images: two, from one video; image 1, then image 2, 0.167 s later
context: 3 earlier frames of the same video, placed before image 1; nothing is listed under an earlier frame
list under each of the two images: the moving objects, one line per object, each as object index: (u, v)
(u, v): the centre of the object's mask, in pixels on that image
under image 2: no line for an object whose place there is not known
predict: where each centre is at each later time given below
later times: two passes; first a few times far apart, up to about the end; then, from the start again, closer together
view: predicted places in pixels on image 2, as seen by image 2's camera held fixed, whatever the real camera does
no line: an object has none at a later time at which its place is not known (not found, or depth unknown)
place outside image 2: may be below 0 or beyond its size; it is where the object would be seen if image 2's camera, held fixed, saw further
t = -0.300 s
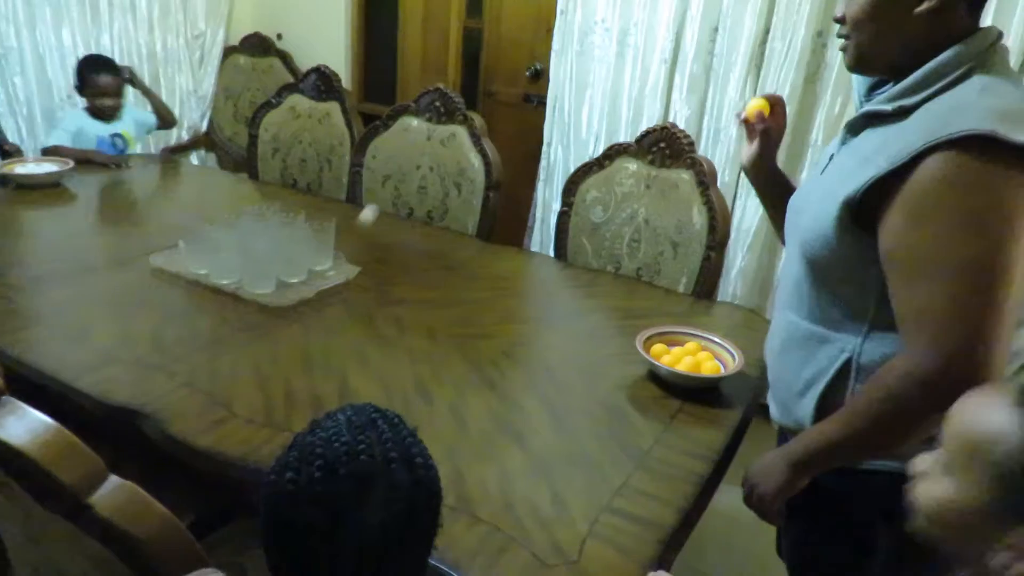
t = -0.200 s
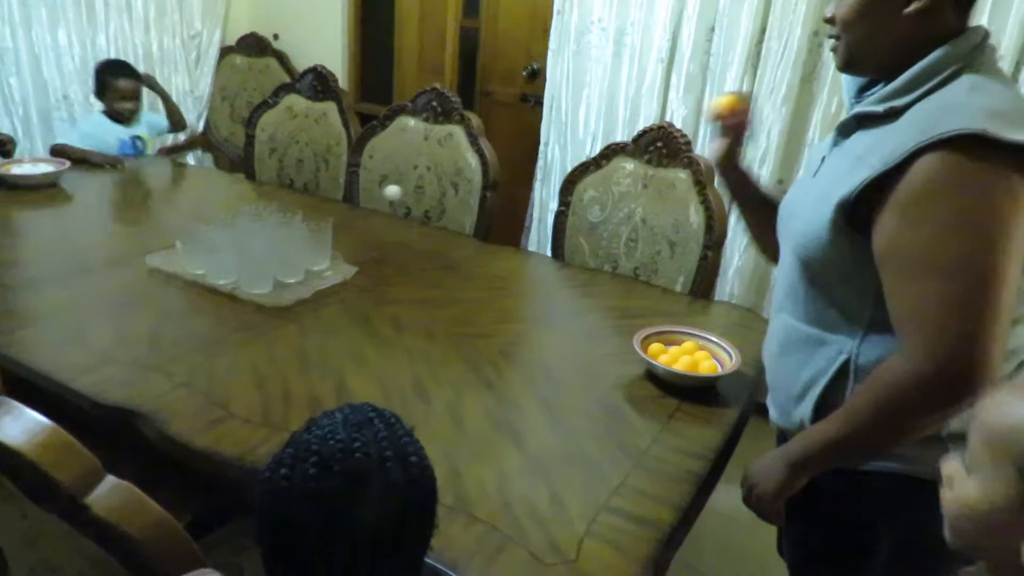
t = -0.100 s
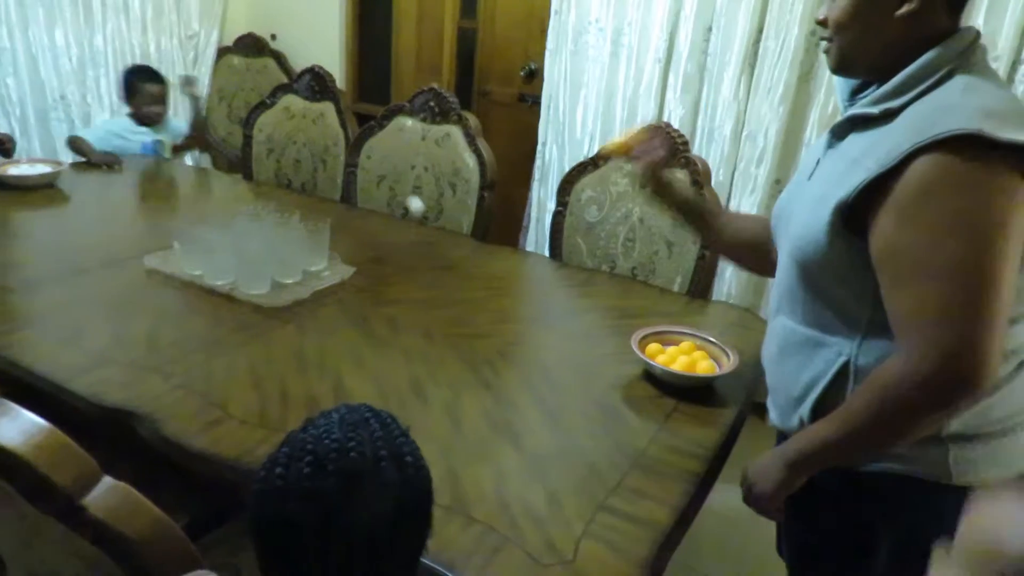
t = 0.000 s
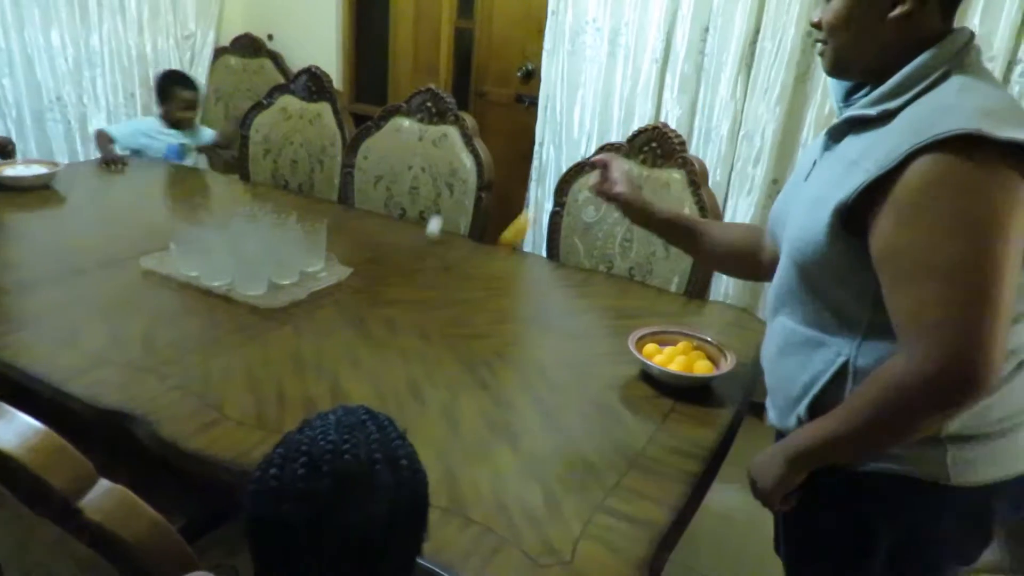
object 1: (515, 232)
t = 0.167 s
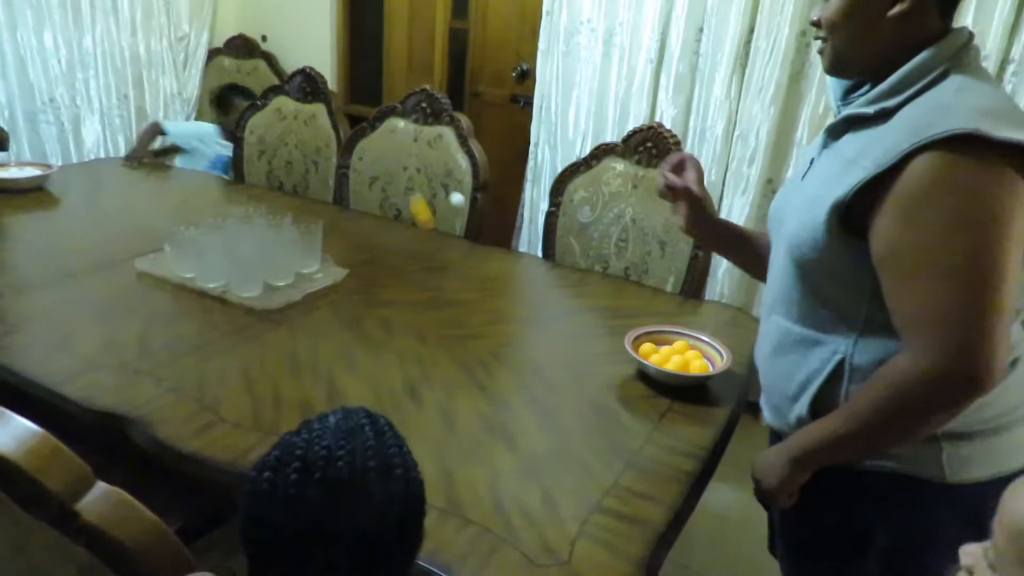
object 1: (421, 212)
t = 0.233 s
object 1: (394, 165)
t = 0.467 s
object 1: (309, 165)
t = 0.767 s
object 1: (175, 163)
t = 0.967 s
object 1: (93, 211)
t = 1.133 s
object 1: (27, 164)
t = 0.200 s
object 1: (407, 186)
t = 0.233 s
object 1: (394, 165)
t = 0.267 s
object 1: (382, 151)
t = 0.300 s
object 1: (368, 141)
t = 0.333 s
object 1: (356, 136)
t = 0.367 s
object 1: (345, 137)
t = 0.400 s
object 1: (332, 141)
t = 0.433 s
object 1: (319, 151)
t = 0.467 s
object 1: (309, 165)
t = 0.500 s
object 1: (298, 183)
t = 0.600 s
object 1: (256, 187)
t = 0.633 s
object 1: (239, 173)
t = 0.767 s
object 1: (175, 163)
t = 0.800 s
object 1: (160, 172)
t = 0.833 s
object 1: (145, 186)
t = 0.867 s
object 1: (132, 204)
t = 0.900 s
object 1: (119, 226)
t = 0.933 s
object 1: (108, 233)
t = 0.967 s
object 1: (93, 211)
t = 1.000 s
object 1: (78, 194)
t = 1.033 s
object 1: (64, 180)
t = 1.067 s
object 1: (51, 171)
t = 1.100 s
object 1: (40, 166)
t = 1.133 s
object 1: (27, 164)
